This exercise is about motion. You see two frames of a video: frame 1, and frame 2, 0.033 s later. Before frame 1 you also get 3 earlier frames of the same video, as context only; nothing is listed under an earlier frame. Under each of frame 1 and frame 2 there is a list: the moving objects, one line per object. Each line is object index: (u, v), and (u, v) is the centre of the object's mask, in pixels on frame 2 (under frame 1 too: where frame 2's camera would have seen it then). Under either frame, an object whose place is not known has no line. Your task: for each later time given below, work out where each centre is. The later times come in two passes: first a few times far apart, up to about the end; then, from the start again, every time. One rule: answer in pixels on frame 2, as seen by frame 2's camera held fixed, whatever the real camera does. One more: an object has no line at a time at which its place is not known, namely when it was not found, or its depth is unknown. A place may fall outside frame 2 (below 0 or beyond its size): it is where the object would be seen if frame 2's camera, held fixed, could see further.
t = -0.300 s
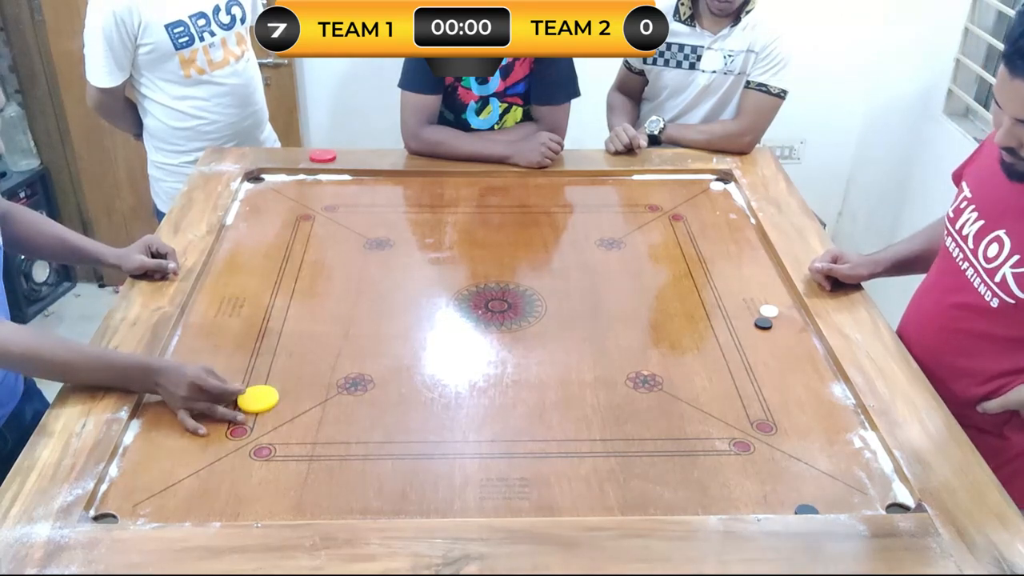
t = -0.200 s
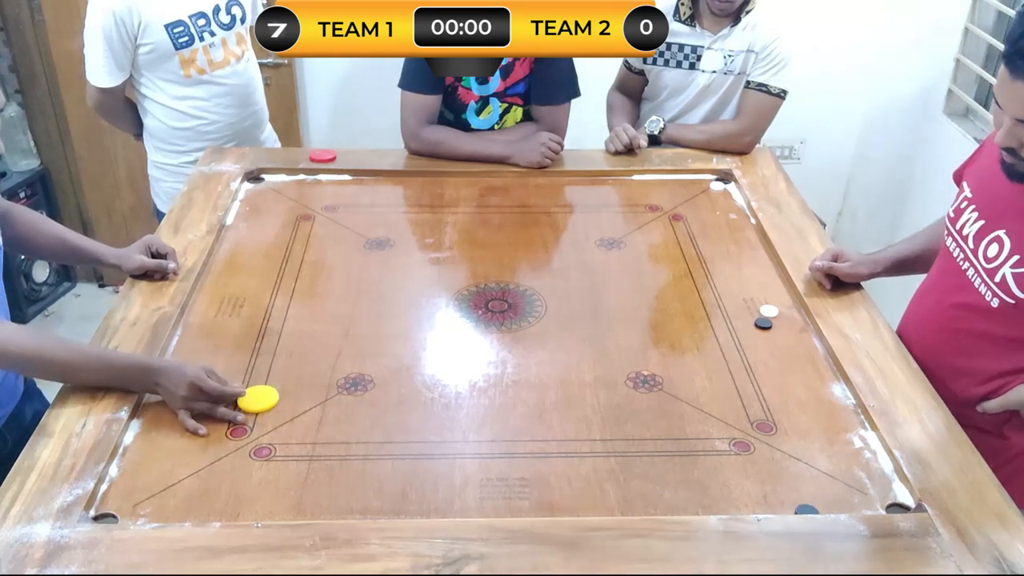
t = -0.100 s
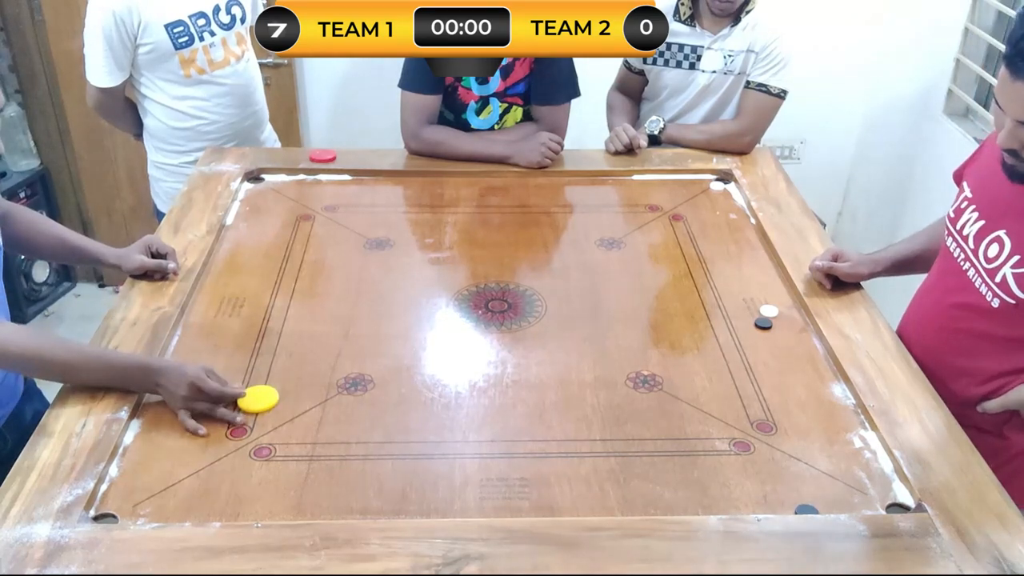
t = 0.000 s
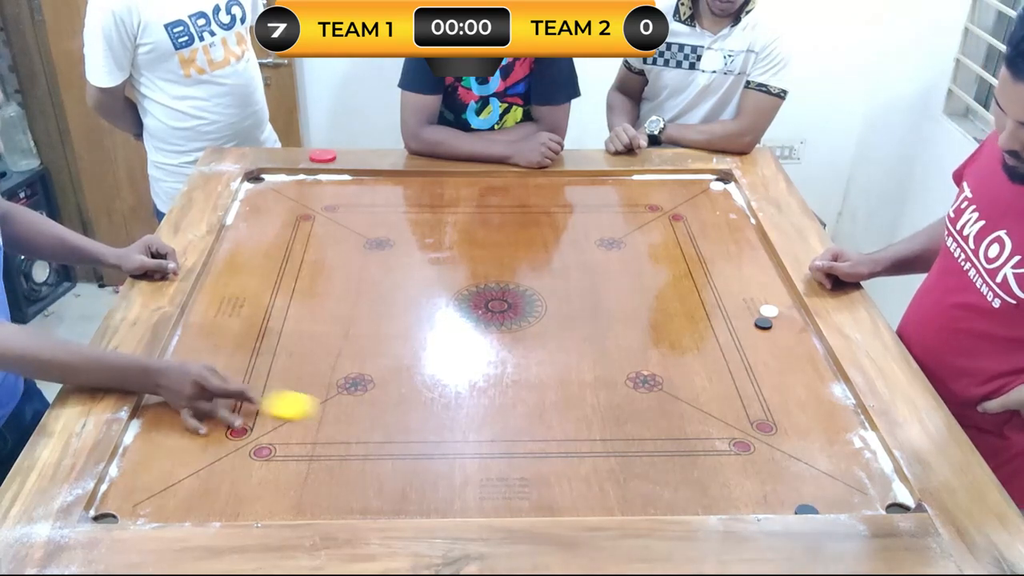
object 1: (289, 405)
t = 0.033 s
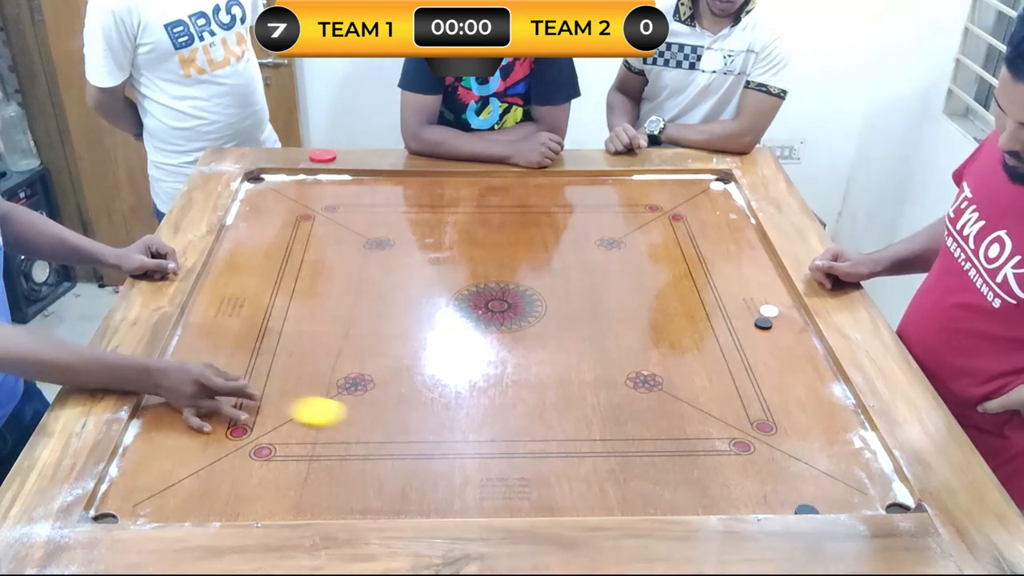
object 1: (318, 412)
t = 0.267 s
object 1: (513, 454)
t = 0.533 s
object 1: (706, 495)
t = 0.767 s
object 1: (805, 501)
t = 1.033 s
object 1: (841, 498)
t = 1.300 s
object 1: (842, 498)
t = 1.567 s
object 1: (842, 498)
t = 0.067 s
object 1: (346, 418)
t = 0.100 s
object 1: (375, 424)
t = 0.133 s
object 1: (402, 430)
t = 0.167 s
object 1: (430, 436)
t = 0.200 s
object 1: (459, 442)
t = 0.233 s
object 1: (485, 448)
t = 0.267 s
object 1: (513, 454)
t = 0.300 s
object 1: (539, 459)
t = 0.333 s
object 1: (564, 465)
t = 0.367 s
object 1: (590, 470)
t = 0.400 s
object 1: (615, 476)
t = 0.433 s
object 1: (638, 481)
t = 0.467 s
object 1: (661, 486)
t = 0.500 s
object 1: (684, 491)
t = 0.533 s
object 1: (706, 495)
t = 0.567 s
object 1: (726, 499)
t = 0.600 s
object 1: (746, 501)
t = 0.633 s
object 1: (766, 503)
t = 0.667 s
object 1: (778, 502)
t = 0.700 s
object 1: (788, 502)
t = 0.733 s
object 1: (797, 501)
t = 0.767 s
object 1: (805, 501)
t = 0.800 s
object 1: (813, 500)
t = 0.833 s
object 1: (819, 500)
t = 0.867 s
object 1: (825, 499)
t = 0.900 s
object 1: (830, 499)
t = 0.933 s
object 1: (833, 499)
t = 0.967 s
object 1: (837, 498)
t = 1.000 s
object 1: (840, 498)
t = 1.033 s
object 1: (841, 498)
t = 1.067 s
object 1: (842, 498)
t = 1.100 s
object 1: (842, 498)
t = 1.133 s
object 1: (842, 498)
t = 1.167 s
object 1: (842, 498)
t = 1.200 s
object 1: (842, 498)
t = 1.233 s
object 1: (842, 498)
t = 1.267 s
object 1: (842, 498)
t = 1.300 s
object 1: (842, 498)
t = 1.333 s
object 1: (842, 498)
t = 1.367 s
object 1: (842, 498)
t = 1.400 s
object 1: (842, 498)
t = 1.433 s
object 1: (842, 498)
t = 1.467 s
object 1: (842, 498)
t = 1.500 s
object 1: (842, 498)
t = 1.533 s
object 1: (842, 498)
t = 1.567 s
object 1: (842, 498)
